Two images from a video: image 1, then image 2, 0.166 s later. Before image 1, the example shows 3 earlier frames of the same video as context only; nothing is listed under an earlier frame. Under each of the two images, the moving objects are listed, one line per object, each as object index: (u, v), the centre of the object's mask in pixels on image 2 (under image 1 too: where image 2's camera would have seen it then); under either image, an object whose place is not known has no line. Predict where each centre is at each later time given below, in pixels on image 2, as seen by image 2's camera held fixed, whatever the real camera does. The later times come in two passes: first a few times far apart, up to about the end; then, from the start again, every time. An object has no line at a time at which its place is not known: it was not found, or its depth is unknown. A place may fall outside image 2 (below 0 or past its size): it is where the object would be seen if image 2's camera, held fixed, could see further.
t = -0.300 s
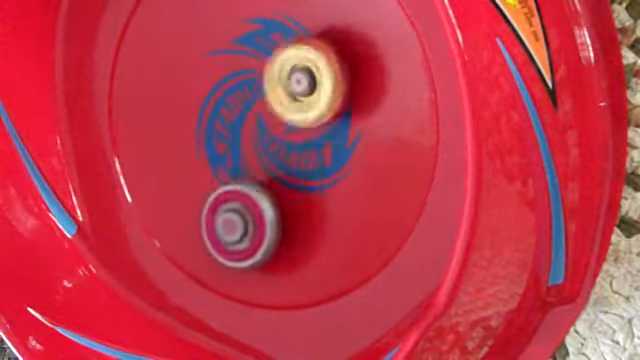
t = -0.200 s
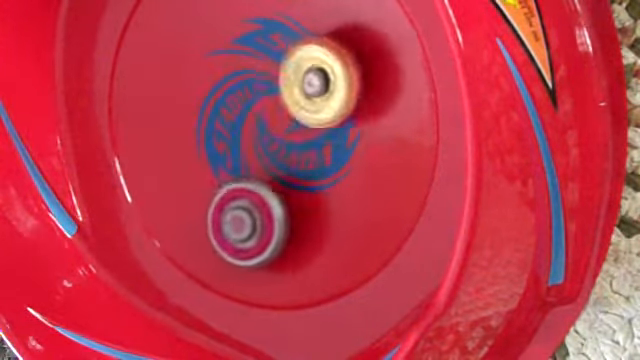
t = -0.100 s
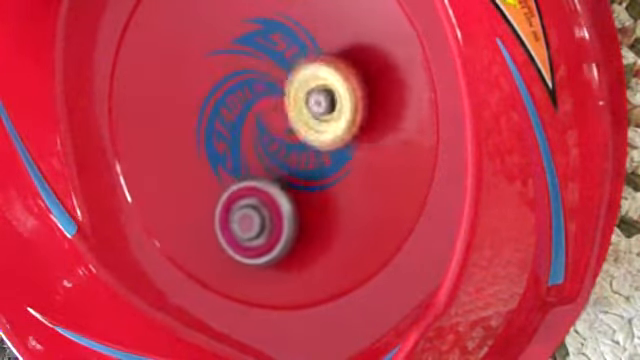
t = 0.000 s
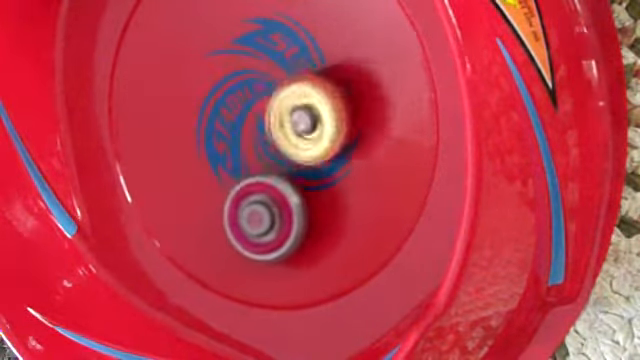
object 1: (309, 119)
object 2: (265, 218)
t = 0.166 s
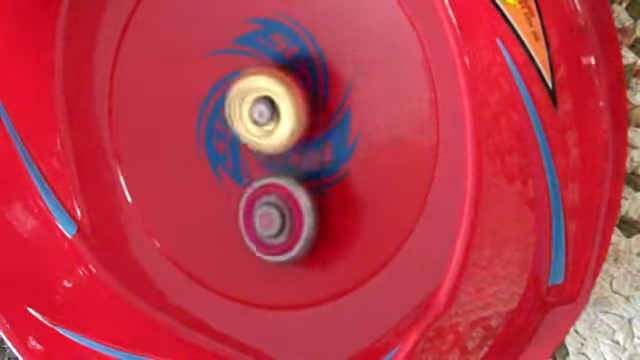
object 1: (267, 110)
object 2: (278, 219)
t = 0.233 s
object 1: (253, 101)
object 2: (283, 218)
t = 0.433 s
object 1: (216, 80)
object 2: (297, 210)
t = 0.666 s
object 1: (220, 64)
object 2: (307, 187)
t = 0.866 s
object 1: (249, 102)
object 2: (315, 160)
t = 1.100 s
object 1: (218, 121)
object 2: (337, 144)
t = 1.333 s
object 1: (227, 115)
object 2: (342, 127)
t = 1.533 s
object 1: (255, 137)
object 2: (335, 113)
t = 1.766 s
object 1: (255, 167)
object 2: (316, 93)
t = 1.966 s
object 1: (249, 152)
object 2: (299, 73)
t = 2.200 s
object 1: (254, 133)
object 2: (299, 35)
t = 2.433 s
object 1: (276, 120)
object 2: (300, 30)
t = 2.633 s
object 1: (283, 133)
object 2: (294, 38)
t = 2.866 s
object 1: (262, 159)
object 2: (266, 33)
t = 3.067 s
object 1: (241, 140)
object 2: (245, 28)
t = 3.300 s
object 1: (268, 105)
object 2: (232, 26)
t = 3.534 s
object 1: (298, 124)
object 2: (226, 36)
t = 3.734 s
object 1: (273, 138)
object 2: (219, 60)
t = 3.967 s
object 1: (275, 148)
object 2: (177, 47)
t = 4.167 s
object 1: (273, 181)
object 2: (174, 43)
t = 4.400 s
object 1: (261, 145)
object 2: (197, 55)
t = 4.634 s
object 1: (285, 124)
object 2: (208, 87)
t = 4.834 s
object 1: (273, 103)
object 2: (191, 107)
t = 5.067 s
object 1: (253, 76)
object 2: (176, 111)
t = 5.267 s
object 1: (271, 65)
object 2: (173, 117)
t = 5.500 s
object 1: (277, 105)
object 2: (192, 136)
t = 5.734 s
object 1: (282, 132)
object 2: (191, 182)
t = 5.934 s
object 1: (274, 153)
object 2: (197, 203)
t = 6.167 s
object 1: (265, 126)
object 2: (209, 203)
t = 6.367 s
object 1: (273, 101)
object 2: (239, 186)
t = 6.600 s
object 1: (285, 84)
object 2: (278, 174)
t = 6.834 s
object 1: (280, 88)
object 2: (282, 180)
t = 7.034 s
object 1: (265, 83)
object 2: (285, 177)
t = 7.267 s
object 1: (247, 83)
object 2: (283, 166)
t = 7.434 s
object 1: (242, 93)
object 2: (290, 162)
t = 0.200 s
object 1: (260, 105)
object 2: (280, 219)
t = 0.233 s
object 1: (253, 101)
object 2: (283, 218)
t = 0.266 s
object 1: (246, 97)
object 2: (286, 218)
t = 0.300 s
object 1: (239, 94)
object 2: (288, 217)
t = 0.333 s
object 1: (232, 91)
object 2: (291, 216)
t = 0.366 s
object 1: (226, 87)
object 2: (293, 214)
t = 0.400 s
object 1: (221, 84)
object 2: (295, 212)
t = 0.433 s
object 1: (216, 80)
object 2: (297, 210)
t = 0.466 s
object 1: (211, 75)
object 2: (298, 208)
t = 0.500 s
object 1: (208, 70)
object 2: (300, 205)
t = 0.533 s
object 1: (207, 65)
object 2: (301, 202)
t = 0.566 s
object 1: (209, 62)
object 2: (303, 198)
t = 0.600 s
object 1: (211, 61)
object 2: (304, 195)
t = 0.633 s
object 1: (215, 61)
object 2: (306, 191)
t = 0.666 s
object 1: (220, 64)
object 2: (307, 187)
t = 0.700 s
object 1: (225, 68)
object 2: (308, 182)
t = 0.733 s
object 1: (231, 74)
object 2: (310, 178)
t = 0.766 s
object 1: (237, 79)
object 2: (311, 173)
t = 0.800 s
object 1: (242, 88)
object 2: (313, 169)
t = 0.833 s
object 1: (246, 95)
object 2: (314, 164)
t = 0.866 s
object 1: (249, 102)
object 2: (315, 160)
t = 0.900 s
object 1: (250, 109)
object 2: (319, 157)
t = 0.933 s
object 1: (245, 111)
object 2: (326, 157)
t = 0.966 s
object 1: (240, 113)
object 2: (330, 156)
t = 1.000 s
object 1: (233, 118)
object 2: (331, 153)
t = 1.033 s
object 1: (228, 120)
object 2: (333, 150)
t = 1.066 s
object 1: (222, 122)
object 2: (336, 147)
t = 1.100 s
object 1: (218, 121)
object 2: (337, 144)
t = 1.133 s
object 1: (215, 120)
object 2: (339, 141)
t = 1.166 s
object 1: (214, 119)
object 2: (339, 138)
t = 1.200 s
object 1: (215, 117)
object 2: (341, 136)
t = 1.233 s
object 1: (217, 117)
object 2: (342, 134)
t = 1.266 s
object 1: (220, 115)
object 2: (342, 132)
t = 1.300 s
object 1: (223, 116)
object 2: (343, 129)
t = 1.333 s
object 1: (227, 115)
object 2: (342, 127)
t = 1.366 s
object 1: (231, 117)
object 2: (342, 124)
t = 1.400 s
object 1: (236, 119)
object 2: (341, 122)
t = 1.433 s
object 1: (243, 121)
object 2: (340, 120)
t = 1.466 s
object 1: (247, 126)
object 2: (339, 117)
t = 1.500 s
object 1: (252, 131)
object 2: (337, 115)
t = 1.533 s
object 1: (255, 137)
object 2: (335, 113)
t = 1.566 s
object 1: (258, 144)
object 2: (333, 110)
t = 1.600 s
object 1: (260, 150)
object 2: (330, 108)
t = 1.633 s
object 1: (261, 157)
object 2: (327, 106)
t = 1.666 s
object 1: (261, 161)
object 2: (324, 103)
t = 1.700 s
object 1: (259, 165)
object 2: (322, 99)
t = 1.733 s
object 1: (258, 167)
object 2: (319, 96)
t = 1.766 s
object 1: (255, 167)
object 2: (316, 93)
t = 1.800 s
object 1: (254, 167)
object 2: (313, 89)
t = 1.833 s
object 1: (252, 166)
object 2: (310, 86)
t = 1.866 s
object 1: (251, 164)
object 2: (307, 82)
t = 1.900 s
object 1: (250, 162)
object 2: (304, 79)
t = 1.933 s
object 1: (250, 157)
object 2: (302, 76)
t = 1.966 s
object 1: (249, 152)
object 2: (299, 73)
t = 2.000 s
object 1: (250, 147)
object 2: (296, 69)
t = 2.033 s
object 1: (253, 141)
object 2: (294, 65)
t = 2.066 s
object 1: (253, 138)
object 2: (294, 59)
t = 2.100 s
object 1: (251, 138)
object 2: (297, 48)
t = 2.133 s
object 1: (252, 137)
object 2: (299, 41)
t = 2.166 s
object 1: (253, 135)
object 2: (300, 38)
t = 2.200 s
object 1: (254, 133)
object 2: (299, 35)
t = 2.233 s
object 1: (255, 130)
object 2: (299, 33)
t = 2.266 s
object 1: (258, 127)
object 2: (299, 31)
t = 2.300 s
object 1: (260, 125)
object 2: (300, 30)
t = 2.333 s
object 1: (264, 122)
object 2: (300, 29)
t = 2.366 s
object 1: (268, 120)
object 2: (301, 29)
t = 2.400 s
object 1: (271, 119)
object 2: (301, 29)
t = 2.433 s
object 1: (276, 120)
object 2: (300, 30)
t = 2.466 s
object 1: (279, 122)
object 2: (300, 31)
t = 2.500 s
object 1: (282, 125)
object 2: (299, 32)
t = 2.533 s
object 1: (283, 128)
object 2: (299, 33)
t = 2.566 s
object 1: (284, 130)
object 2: (298, 35)
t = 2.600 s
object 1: (284, 132)
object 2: (296, 37)
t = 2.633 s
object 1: (283, 133)
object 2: (294, 38)
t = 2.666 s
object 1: (280, 135)
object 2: (290, 42)
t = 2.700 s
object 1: (278, 137)
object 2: (288, 44)
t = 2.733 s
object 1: (277, 137)
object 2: (284, 46)
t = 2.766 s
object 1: (275, 138)
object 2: (280, 48)
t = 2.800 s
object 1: (273, 140)
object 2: (276, 48)
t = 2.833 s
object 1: (268, 150)
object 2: (271, 39)
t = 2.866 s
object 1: (262, 159)
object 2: (266, 33)
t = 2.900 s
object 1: (257, 162)
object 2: (263, 31)
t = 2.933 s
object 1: (252, 161)
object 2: (259, 31)
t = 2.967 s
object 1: (247, 159)
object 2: (255, 31)
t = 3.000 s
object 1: (243, 154)
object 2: (250, 30)
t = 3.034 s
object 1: (241, 148)
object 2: (247, 29)
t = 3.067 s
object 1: (241, 140)
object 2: (245, 28)
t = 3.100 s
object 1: (242, 134)
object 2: (242, 27)
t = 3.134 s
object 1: (244, 127)
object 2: (239, 27)
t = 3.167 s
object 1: (248, 121)
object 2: (237, 26)
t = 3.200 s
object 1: (252, 115)
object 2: (235, 26)
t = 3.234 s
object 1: (256, 110)
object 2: (234, 26)
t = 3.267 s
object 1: (262, 108)
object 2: (233, 26)
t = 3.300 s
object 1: (268, 105)
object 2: (232, 26)
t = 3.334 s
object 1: (273, 104)
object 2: (231, 26)
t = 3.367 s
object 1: (278, 104)
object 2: (230, 28)
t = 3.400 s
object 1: (283, 106)
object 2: (230, 29)
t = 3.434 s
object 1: (289, 109)
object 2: (229, 30)
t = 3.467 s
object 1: (293, 113)
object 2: (228, 32)
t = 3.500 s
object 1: (297, 118)
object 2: (227, 34)
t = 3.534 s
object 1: (298, 124)
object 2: (226, 36)
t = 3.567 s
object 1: (297, 130)
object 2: (225, 38)
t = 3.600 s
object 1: (293, 136)
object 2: (225, 42)
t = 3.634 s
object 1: (289, 139)
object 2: (223, 46)
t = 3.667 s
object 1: (283, 140)
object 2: (223, 51)
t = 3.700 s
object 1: (278, 139)
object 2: (220, 55)
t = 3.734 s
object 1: (273, 138)
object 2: (219, 60)
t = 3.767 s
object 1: (269, 136)
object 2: (216, 62)
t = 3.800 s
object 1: (266, 135)
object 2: (211, 63)
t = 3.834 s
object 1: (265, 132)
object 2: (208, 65)
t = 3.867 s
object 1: (262, 130)
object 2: (204, 67)
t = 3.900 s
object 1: (264, 131)
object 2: (198, 65)
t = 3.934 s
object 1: (272, 142)
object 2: (185, 54)
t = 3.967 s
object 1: (275, 148)
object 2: (177, 47)
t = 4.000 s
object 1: (278, 158)
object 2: (173, 42)
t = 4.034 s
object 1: (279, 165)
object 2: (171, 42)
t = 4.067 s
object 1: (279, 170)
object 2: (171, 42)
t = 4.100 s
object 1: (278, 176)
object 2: (171, 42)
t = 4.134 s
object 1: (276, 180)
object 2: (173, 43)
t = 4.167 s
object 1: (273, 181)
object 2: (174, 43)
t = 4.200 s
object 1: (269, 180)
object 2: (176, 43)
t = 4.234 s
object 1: (265, 177)
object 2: (179, 45)
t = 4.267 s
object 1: (263, 172)
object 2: (182, 45)
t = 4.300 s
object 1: (262, 165)
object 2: (185, 46)
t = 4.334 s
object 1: (261, 158)
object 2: (188, 47)
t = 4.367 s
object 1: (260, 152)
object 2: (194, 51)
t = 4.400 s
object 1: (261, 145)
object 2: (197, 55)
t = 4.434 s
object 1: (262, 137)
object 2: (201, 59)
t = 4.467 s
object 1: (263, 131)
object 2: (205, 65)
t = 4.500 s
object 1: (270, 128)
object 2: (207, 70)
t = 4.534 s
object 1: (280, 130)
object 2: (206, 73)
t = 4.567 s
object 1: (284, 130)
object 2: (207, 77)
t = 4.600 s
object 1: (286, 128)
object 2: (207, 82)
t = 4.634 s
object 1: (285, 124)
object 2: (208, 87)
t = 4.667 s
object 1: (283, 120)
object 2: (207, 91)
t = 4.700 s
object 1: (280, 115)
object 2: (205, 95)
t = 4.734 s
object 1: (280, 112)
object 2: (198, 98)
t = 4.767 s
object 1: (280, 110)
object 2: (194, 102)
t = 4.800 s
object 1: (277, 107)
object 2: (193, 103)
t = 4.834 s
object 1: (273, 103)
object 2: (191, 107)
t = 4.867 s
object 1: (270, 100)
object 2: (187, 110)
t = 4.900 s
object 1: (268, 97)
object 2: (183, 110)
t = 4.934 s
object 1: (264, 93)
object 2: (180, 109)
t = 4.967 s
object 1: (262, 89)
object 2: (179, 111)
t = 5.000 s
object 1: (259, 84)
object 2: (177, 112)
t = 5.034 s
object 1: (256, 80)
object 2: (176, 111)
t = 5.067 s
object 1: (253, 76)
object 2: (176, 111)
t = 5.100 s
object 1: (252, 73)
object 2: (176, 111)
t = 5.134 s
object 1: (254, 70)
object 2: (175, 112)
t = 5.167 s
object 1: (260, 65)
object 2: (170, 115)
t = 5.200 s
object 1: (265, 64)
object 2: (169, 115)
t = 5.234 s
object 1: (268, 64)
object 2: (171, 116)
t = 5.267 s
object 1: (271, 65)
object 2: (173, 117)
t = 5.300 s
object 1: (274, 68)
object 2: (176, 120)
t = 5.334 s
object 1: (277, 73)
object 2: (178, 121)
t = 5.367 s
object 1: (278, 79)
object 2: (181, 122)
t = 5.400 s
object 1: (278, 85)
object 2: (184, 126)
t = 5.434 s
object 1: (279, 93)
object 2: (187, 128)
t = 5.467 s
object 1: (278, 99)
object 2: (190, 132)
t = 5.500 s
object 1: (277, 105)
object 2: (192, 136)
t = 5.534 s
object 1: (276, 111)
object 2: (195, 140)
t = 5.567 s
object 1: (274, 117)
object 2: (197, 144)
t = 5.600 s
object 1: (274, 121)
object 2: (199, 147)
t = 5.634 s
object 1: (274, 126)
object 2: (201, 154)
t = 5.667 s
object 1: (279, 128)
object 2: (194, 166)
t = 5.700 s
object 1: (281, 129)
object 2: (191, 174)
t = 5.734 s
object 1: (282, 132)
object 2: (191, 182)
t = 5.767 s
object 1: (282, 137)
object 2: (193, 189)
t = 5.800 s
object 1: (282, 141)
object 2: (195, 194)
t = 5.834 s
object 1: (281, 145)
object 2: (196, 197)
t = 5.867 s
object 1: (280, 149)
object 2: (197, 199)
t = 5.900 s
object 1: (277, 151)
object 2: (197, 202)
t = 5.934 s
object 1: (274, 153)
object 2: (197, 203)
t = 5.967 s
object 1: (270, 153)
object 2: (199, 204)
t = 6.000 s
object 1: (267, 150)
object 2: (199, 205)
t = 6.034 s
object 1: (266, 146)
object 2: (198, 205)
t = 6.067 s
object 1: (265, 143)
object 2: (200, 204)
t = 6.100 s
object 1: (264, 139)
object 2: (202, 204)
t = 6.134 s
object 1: (264, 133)
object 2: (205, 204)
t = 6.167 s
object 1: (265, 126)
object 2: (209, 203)
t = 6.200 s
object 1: (265, 121)
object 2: (211, 204)
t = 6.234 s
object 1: (266, 117)
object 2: (213, 203)
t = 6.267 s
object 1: (268, 111)
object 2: (217, 201)
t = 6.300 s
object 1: (268, 107)
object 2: (223, 198)
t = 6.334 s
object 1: (270, 105)
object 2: (229, 194)
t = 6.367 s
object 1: (273, 101)
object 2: (239, 186)
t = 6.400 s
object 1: (275, 96)
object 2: (248, 180)
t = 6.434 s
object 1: (278, 91)
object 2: (253, 177)
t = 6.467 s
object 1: (279, 88)
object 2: (259, 176)
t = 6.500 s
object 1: (280, 87)
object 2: (265, 174)
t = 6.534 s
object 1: (283, 86)
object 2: (270, 172)
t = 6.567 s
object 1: (284, 85)
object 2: (273, 173)
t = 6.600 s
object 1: (285, 84)
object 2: (278, 174)
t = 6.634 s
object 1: (286, 83)
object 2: (282, 178)
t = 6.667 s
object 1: (286, 83)
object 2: (285, 179)
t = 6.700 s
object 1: (286, 85)
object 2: (286, 180)
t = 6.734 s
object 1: (286, 87)
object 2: (286, 180)
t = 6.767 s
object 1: (285, 89)
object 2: (286, 181)
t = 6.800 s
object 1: (283, 90)
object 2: (285, 181)
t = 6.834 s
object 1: (280, 88)
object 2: (282, 180)
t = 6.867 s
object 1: (279, 88)
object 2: (282, 181)
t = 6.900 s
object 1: (276, 85)
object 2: (283, 181)
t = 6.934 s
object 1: (273, 84)
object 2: (284, 181)
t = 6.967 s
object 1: (271, 84)
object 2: (284, 180)
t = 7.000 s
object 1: (269, 83)
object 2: (284, 178)
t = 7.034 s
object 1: (265, 83)
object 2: (285, 177)
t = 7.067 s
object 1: (263, 85)
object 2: (282, 174)
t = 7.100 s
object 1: (258, 82)
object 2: (282, 175)
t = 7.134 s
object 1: (255, 79)
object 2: (282, 176)
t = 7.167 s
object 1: (251, 81)
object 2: (282, 174)
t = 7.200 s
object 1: (248, 83)
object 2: (282, 171)
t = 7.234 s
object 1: (248, 83)
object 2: (282, 168)
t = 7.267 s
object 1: (247, 83)
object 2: (283, 166)
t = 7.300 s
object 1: (245, 82)
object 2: (284, 165)
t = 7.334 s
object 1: (243, 84)
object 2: (285, 164)
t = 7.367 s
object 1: (242, 87)
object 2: (286, 164)
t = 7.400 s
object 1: (242, 90)
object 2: (287, 163)
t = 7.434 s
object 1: (242, 93)
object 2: (290, 162)
